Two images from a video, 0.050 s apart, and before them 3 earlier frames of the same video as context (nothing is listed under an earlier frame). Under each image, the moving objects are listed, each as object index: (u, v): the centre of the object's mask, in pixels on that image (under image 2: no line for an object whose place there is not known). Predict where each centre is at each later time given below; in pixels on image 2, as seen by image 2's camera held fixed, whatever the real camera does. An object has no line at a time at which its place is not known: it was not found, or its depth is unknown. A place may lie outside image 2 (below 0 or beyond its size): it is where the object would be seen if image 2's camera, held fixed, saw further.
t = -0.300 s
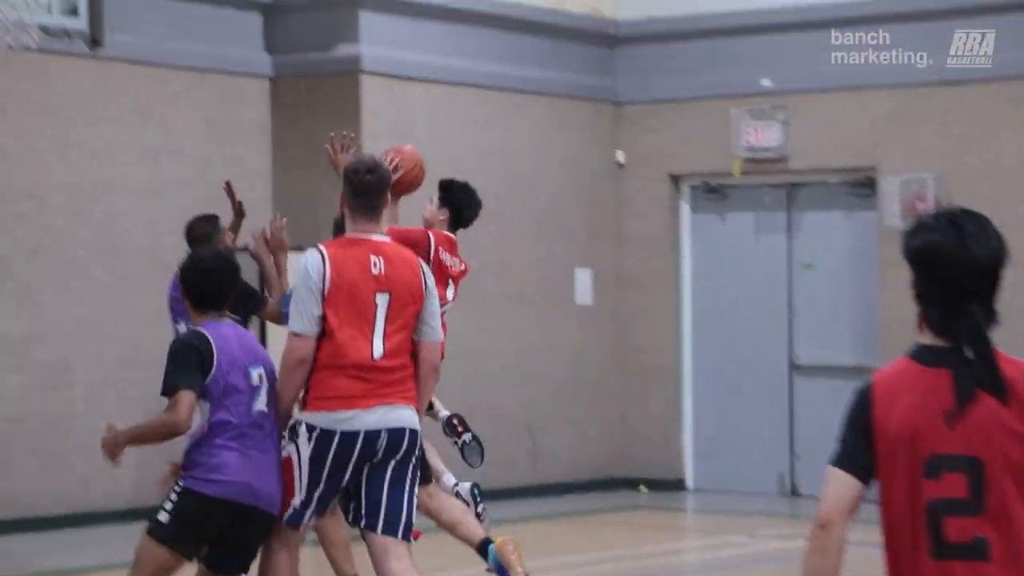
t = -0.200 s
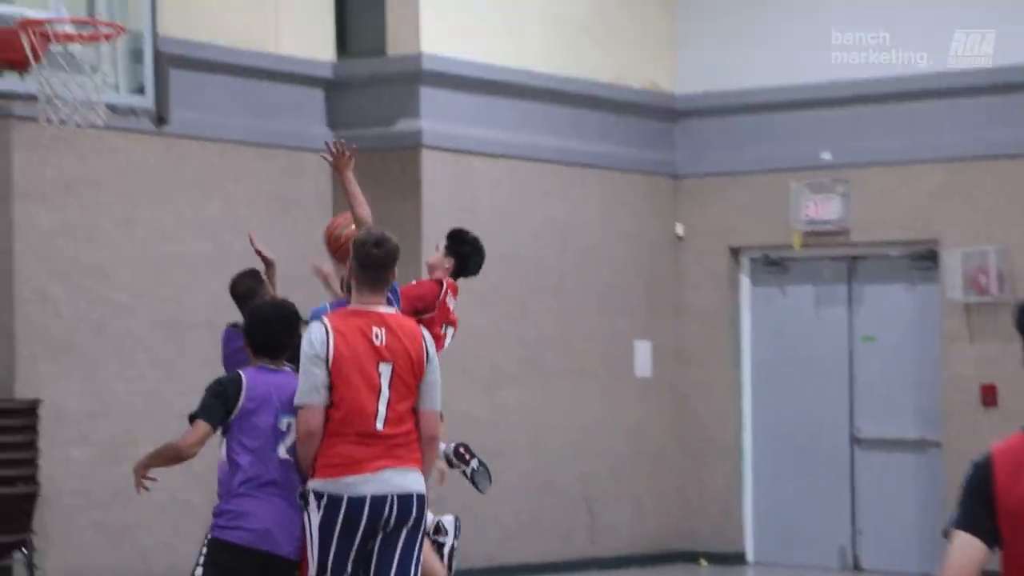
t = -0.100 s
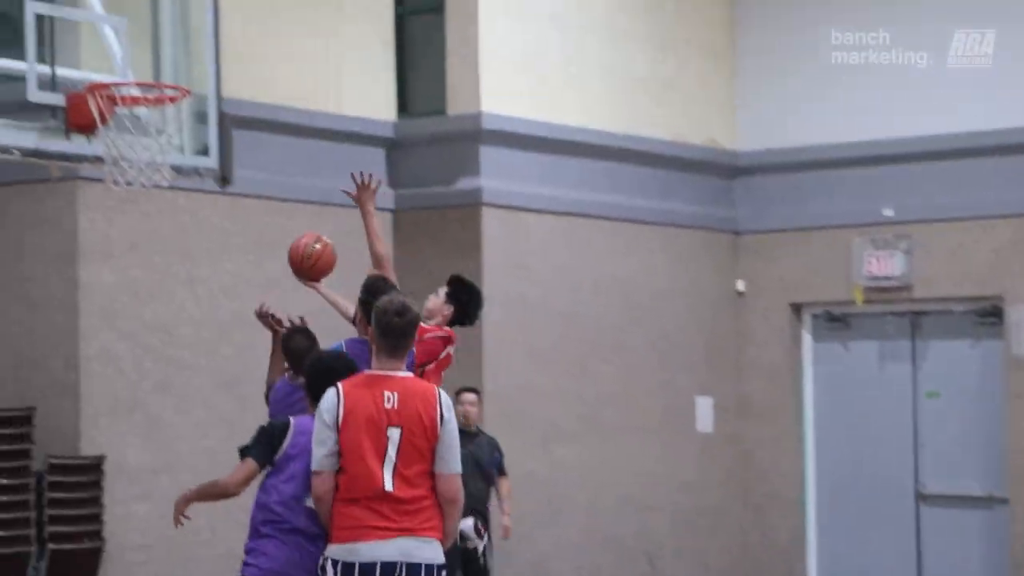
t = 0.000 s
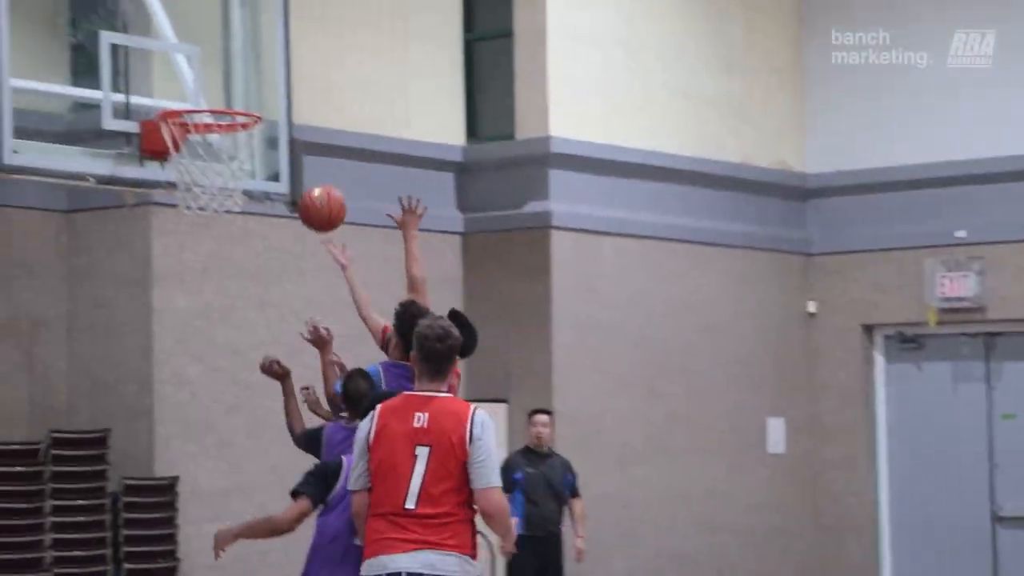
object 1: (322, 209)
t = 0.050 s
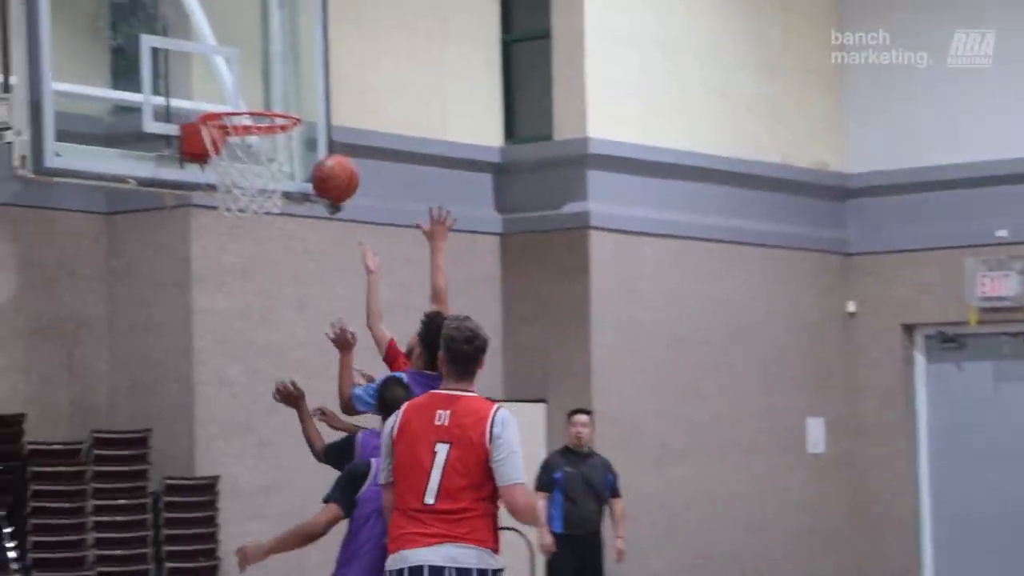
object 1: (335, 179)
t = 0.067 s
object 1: (327, 169)
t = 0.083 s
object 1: (318, 159)
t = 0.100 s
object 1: (312, 152)
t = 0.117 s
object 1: (308, 147)
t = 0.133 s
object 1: (304, 142)
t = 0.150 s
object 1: (302, 126)
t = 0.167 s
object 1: (292, 115)
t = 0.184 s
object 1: (290, 109)
